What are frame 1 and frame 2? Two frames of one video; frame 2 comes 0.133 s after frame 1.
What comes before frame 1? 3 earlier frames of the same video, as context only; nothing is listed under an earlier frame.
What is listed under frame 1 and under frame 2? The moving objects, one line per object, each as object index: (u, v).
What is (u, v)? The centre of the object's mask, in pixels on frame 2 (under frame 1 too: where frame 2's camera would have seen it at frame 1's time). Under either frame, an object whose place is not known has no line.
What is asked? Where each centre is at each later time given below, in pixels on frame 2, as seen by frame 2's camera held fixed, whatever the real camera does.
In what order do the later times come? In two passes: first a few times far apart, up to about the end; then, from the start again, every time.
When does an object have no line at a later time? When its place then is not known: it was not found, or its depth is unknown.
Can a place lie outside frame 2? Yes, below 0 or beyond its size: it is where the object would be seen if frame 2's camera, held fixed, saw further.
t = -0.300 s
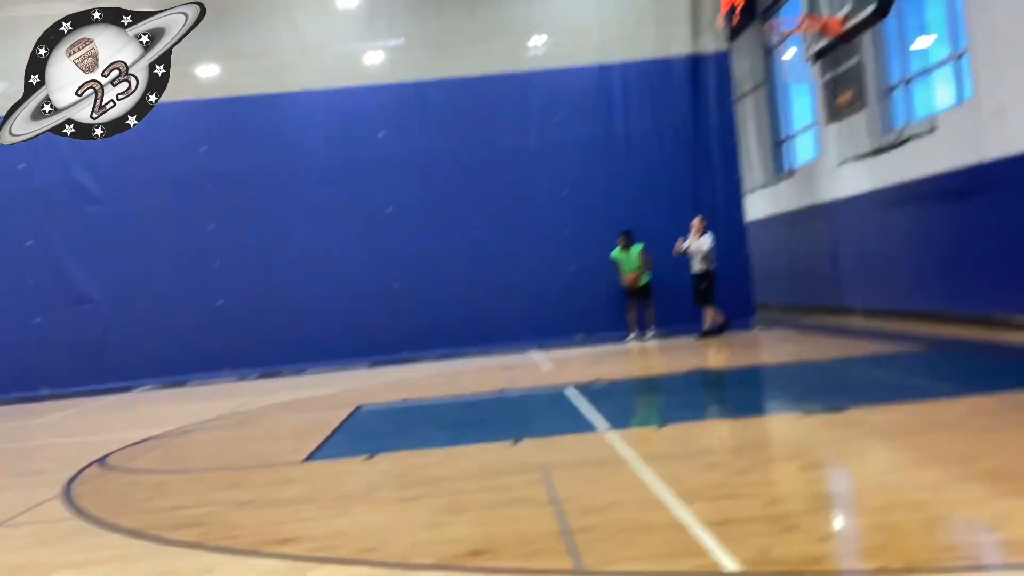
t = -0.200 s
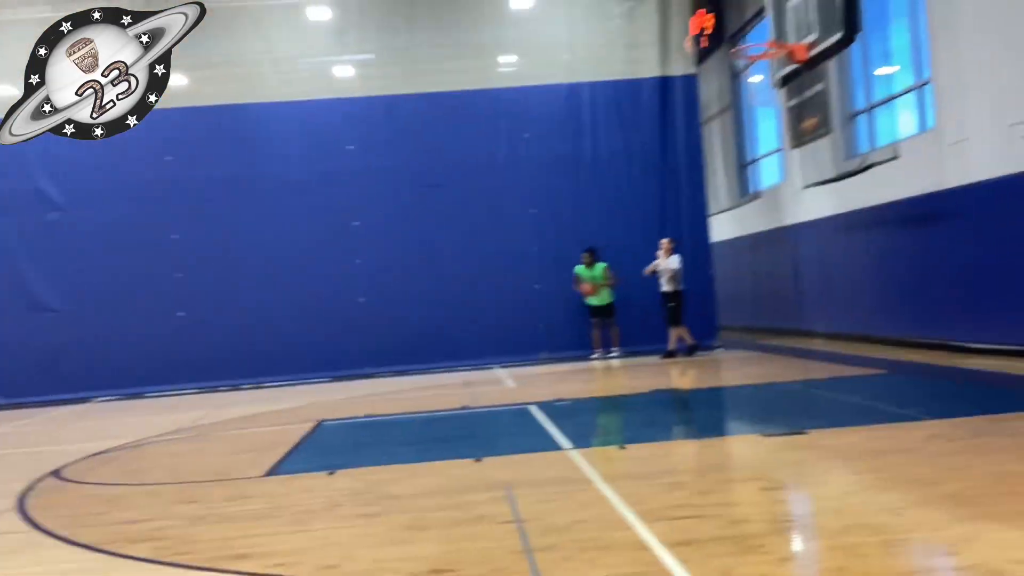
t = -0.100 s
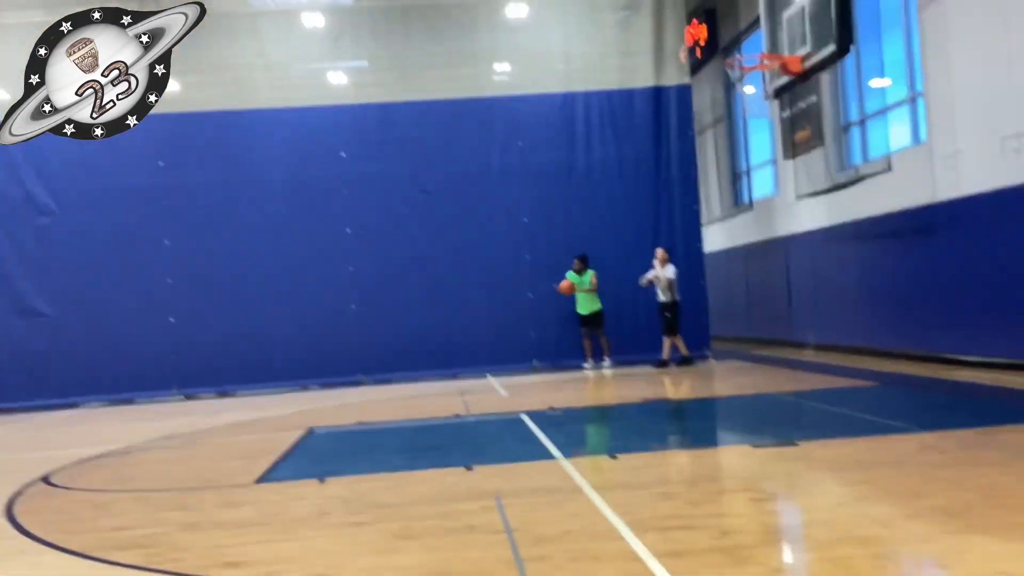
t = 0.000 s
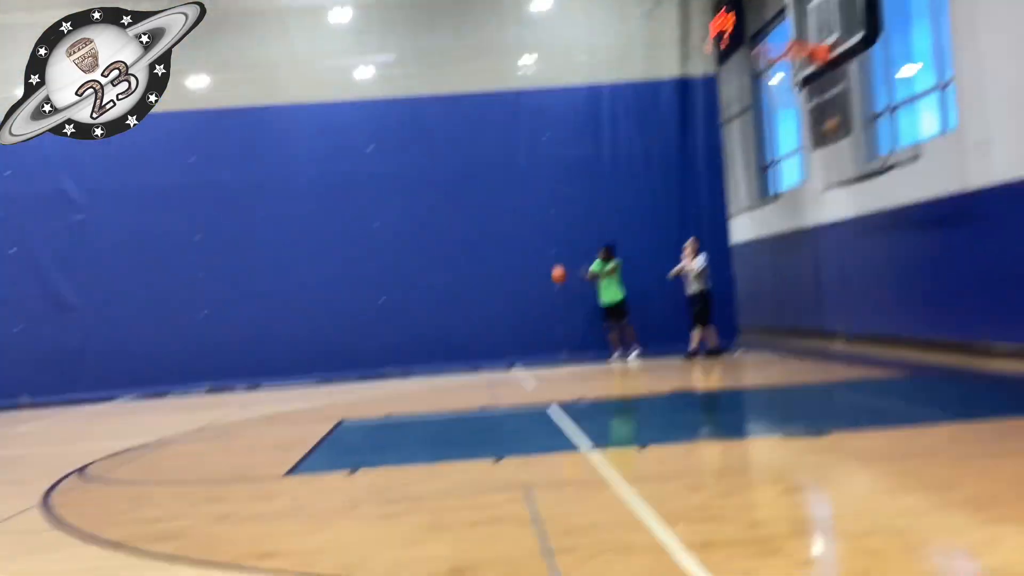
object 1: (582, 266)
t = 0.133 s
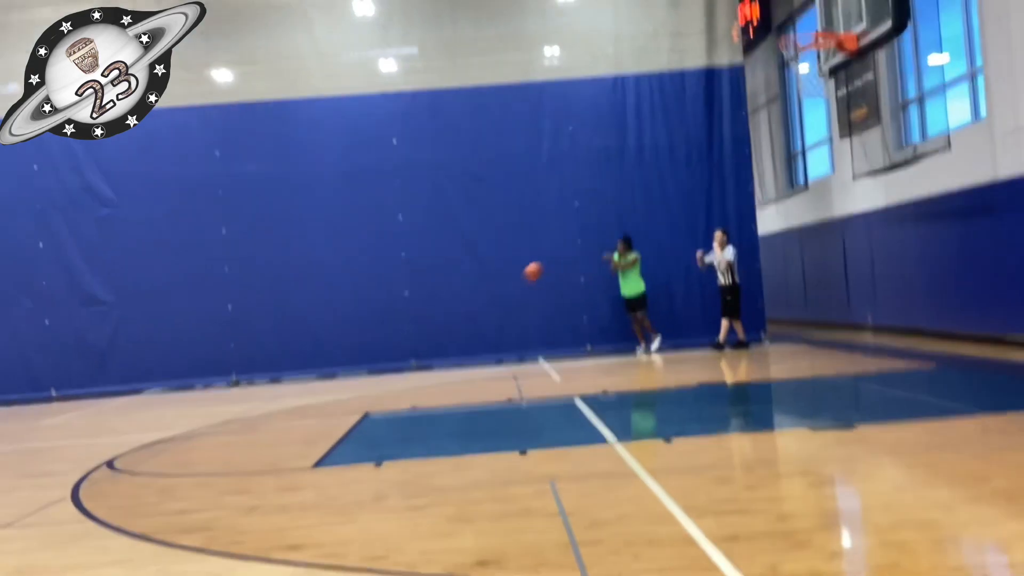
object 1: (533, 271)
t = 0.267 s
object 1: (476, 290)
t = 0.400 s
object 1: (416, 324)
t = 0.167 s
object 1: (520, 274)
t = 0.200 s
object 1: (505, 278)
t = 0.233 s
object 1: (491, 284)
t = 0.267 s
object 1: (476, 290)
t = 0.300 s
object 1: (461, 297)
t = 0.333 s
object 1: (446, 305)
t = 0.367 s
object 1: (431, 314)
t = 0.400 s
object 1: (416, 324)
